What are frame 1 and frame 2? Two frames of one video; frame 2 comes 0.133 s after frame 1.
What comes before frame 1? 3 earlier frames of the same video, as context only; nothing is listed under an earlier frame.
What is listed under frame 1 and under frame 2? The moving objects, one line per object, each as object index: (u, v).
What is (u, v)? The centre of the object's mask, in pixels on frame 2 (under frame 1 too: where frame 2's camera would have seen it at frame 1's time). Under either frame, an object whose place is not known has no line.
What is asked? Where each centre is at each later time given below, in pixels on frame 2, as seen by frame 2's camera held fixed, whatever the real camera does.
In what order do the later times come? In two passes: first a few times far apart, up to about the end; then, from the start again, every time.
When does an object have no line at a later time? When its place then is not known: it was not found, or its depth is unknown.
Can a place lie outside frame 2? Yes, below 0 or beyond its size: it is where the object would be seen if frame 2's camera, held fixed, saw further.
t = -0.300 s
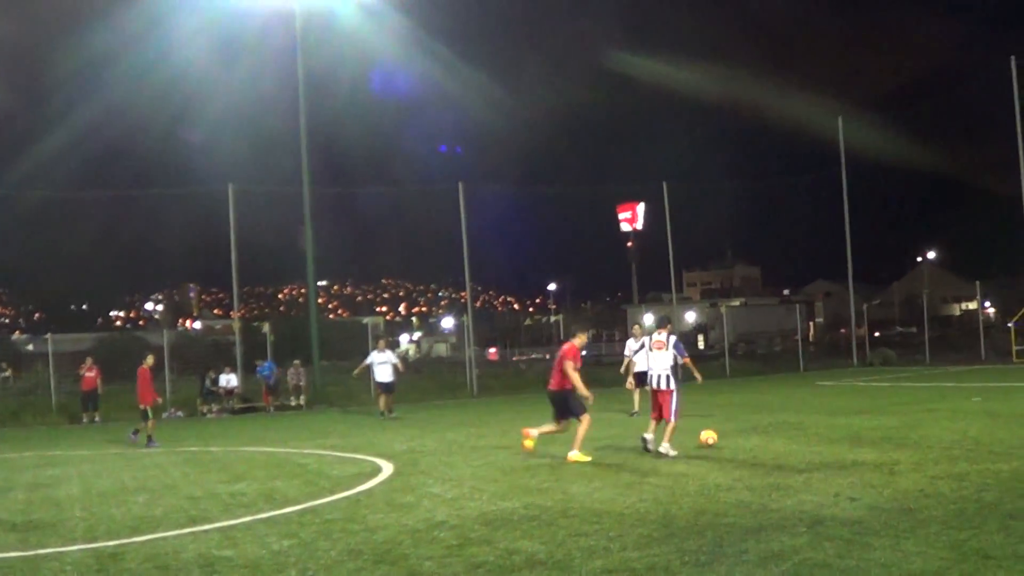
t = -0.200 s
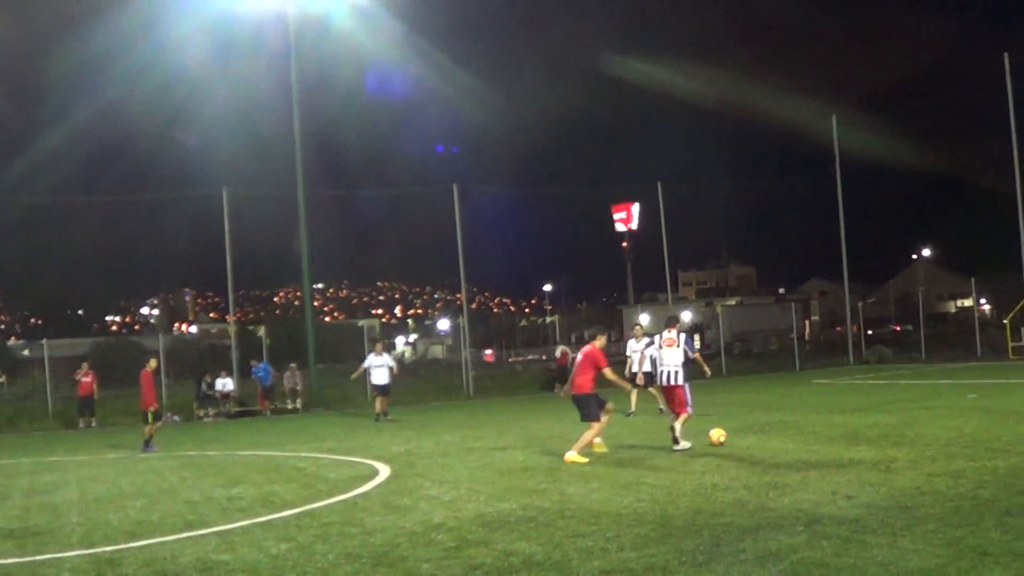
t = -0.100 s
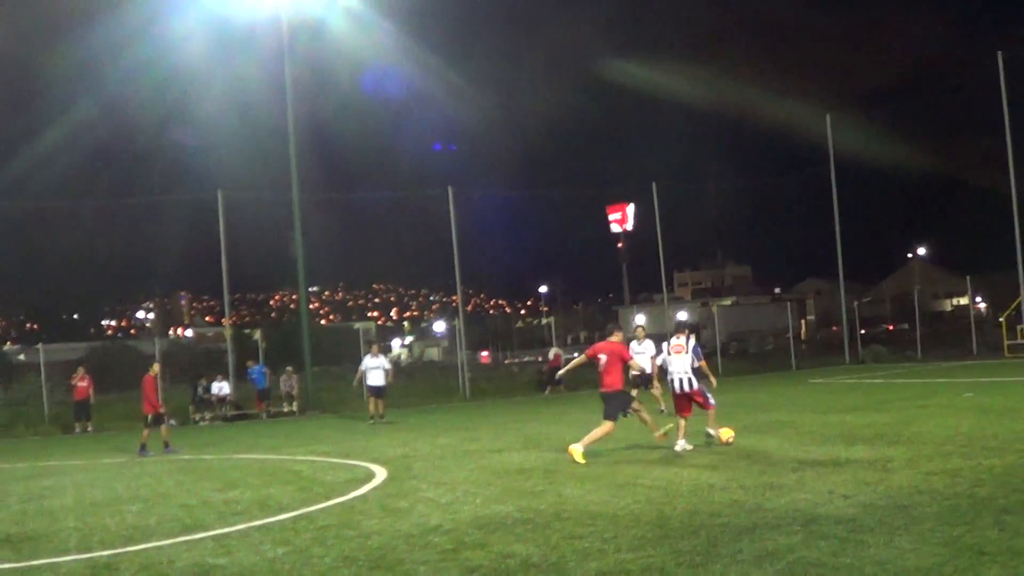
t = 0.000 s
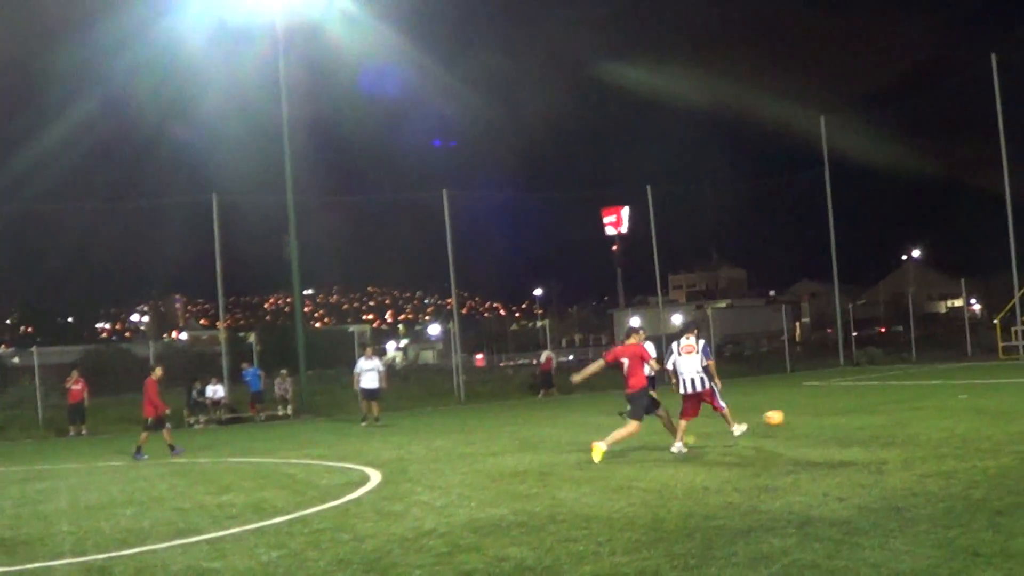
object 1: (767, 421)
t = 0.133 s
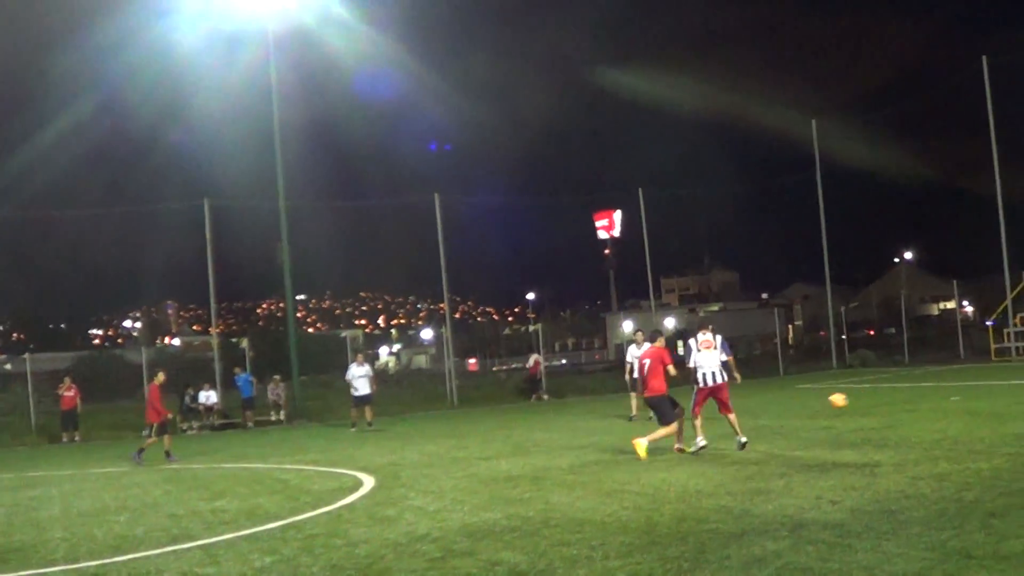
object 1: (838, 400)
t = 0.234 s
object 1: (887, 392)
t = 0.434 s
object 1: (972, 396)
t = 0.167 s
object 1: (854, 397)
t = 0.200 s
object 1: (870, 395)
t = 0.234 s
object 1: (887, 392)
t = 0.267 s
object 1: (902, 392)
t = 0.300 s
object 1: (917, 392)
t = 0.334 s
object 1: (931, 393)
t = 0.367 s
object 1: (945, 393)
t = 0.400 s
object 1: (959, 394)
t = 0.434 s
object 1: (972, 396)
